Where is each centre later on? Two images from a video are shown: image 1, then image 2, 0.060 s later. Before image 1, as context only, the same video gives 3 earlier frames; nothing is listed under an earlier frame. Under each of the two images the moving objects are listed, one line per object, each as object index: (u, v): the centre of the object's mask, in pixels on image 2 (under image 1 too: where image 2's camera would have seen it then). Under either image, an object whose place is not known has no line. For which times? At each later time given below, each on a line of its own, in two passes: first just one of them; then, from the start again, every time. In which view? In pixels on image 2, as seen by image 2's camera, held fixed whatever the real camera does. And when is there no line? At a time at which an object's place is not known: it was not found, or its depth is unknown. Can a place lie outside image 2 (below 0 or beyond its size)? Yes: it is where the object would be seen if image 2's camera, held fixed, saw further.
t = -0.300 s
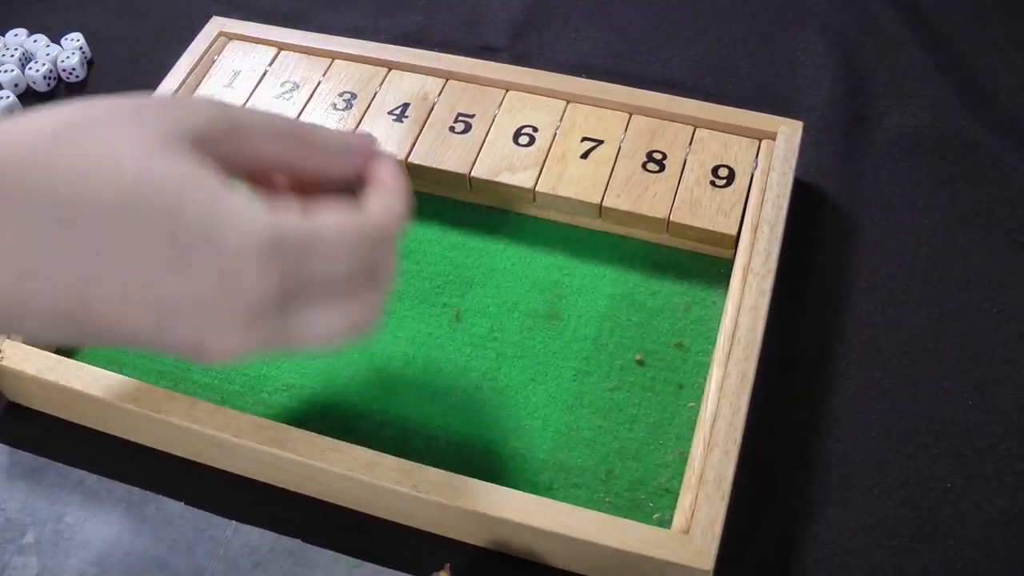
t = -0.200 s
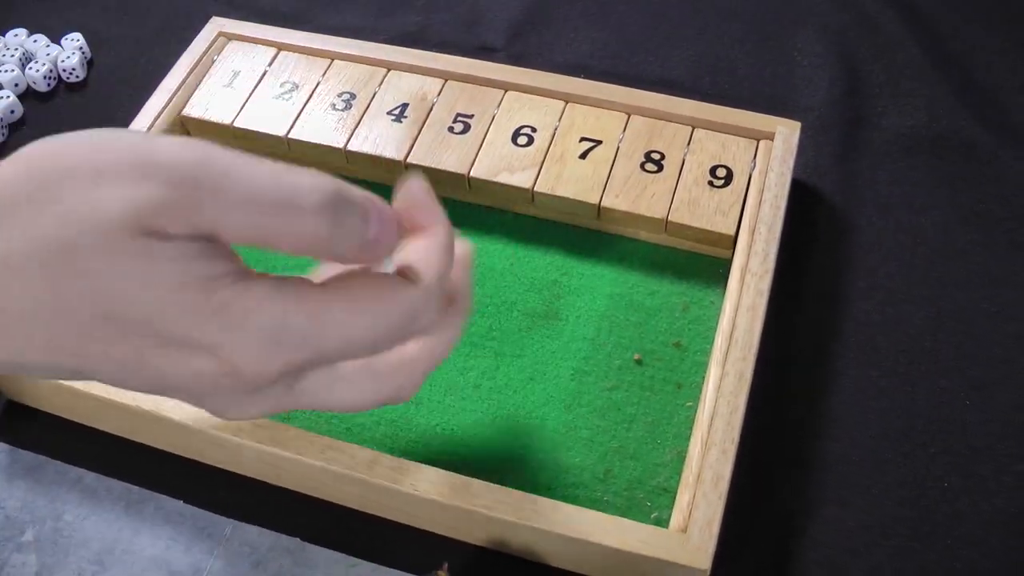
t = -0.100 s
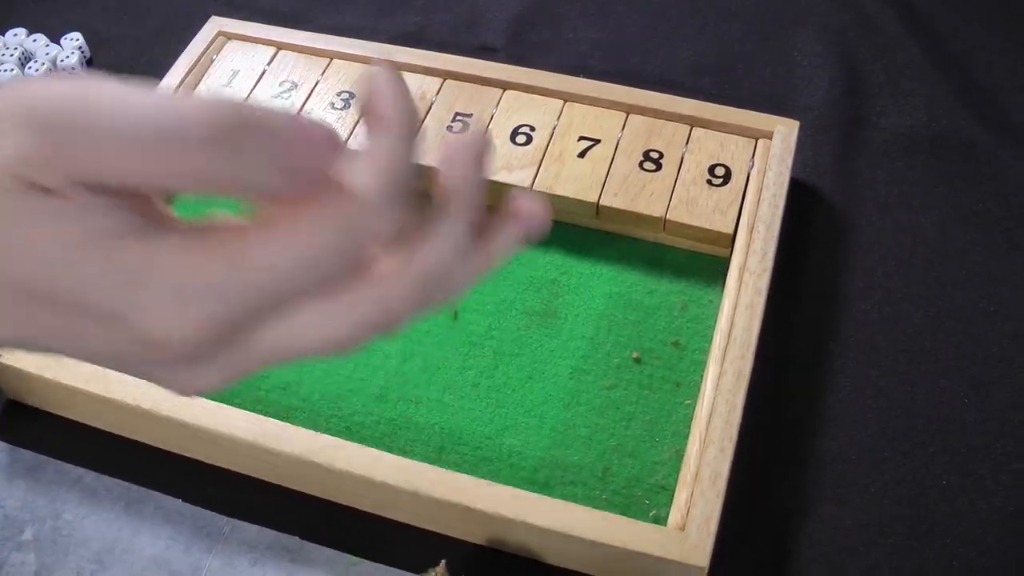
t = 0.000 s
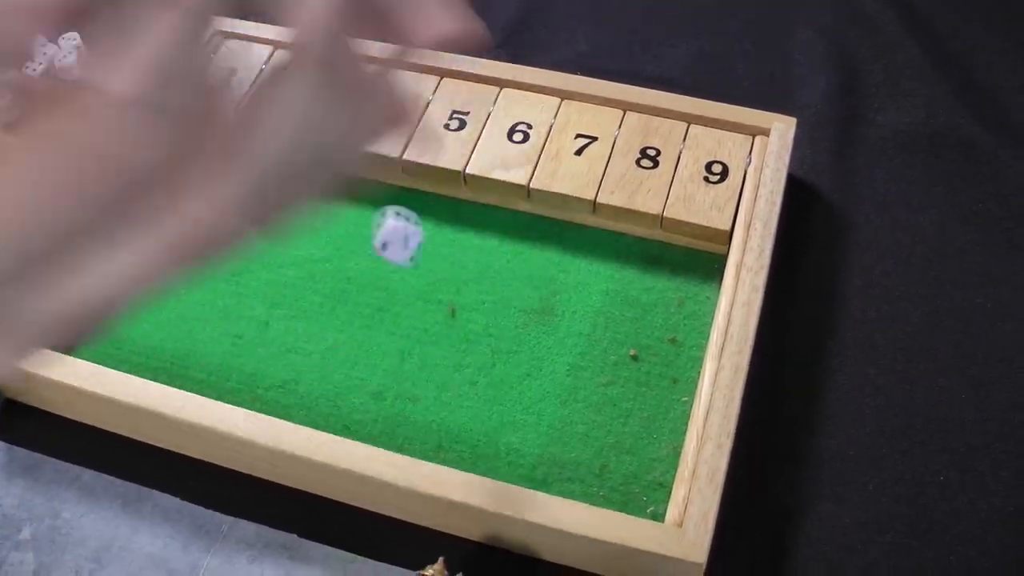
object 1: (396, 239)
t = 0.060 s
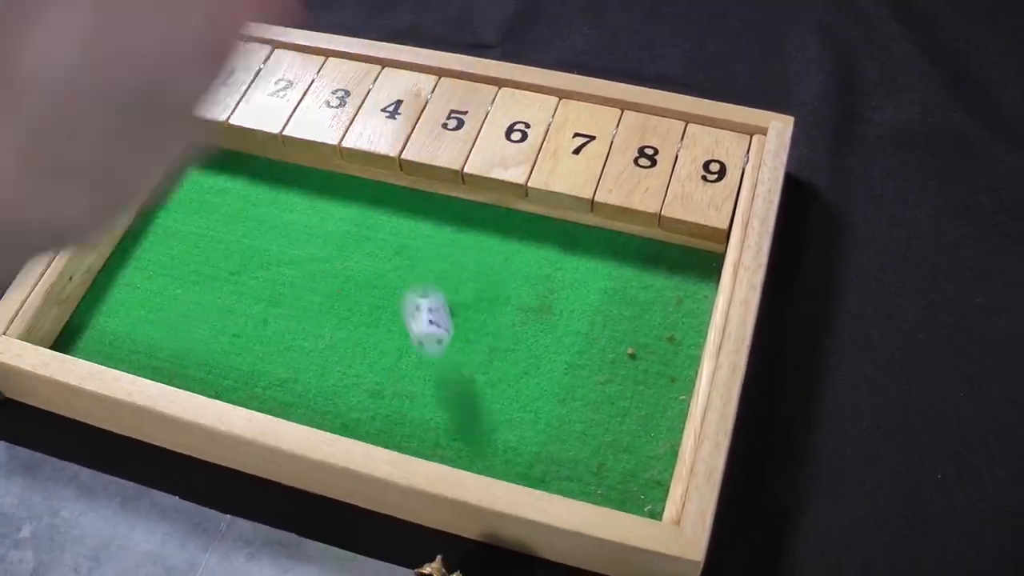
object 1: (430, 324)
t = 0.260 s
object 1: (408, 215)
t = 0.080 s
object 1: (435, 336)
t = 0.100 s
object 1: (433, 299)
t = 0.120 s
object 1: (433, 267)
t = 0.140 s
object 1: (433, 245)
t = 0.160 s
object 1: (435, 228)
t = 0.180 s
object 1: (438, 218)
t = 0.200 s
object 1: (441, 210)
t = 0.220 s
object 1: (434, 197)
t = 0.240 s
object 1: (420, 202)
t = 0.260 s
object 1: (408, 215)
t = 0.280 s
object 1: (394, 220)
